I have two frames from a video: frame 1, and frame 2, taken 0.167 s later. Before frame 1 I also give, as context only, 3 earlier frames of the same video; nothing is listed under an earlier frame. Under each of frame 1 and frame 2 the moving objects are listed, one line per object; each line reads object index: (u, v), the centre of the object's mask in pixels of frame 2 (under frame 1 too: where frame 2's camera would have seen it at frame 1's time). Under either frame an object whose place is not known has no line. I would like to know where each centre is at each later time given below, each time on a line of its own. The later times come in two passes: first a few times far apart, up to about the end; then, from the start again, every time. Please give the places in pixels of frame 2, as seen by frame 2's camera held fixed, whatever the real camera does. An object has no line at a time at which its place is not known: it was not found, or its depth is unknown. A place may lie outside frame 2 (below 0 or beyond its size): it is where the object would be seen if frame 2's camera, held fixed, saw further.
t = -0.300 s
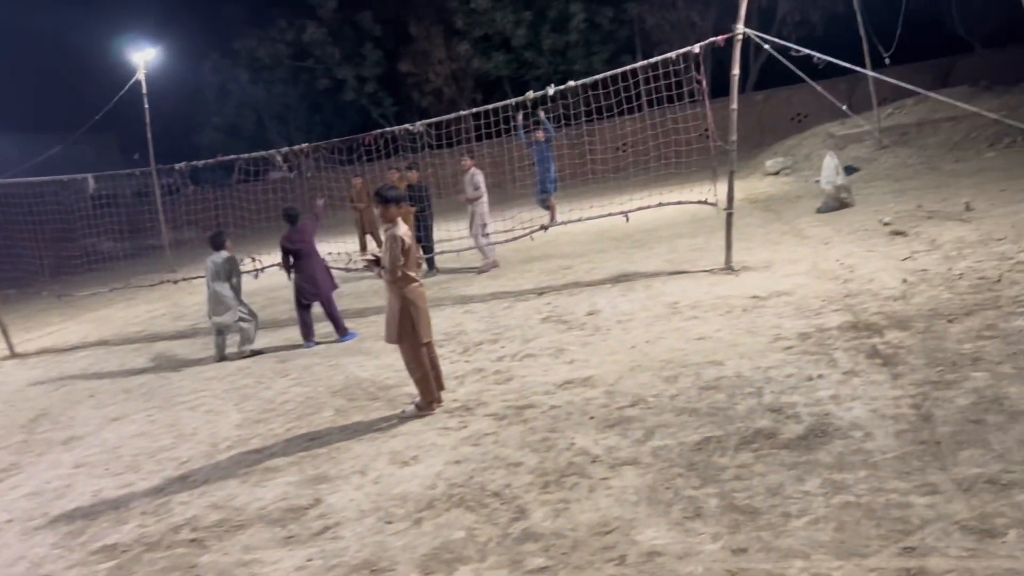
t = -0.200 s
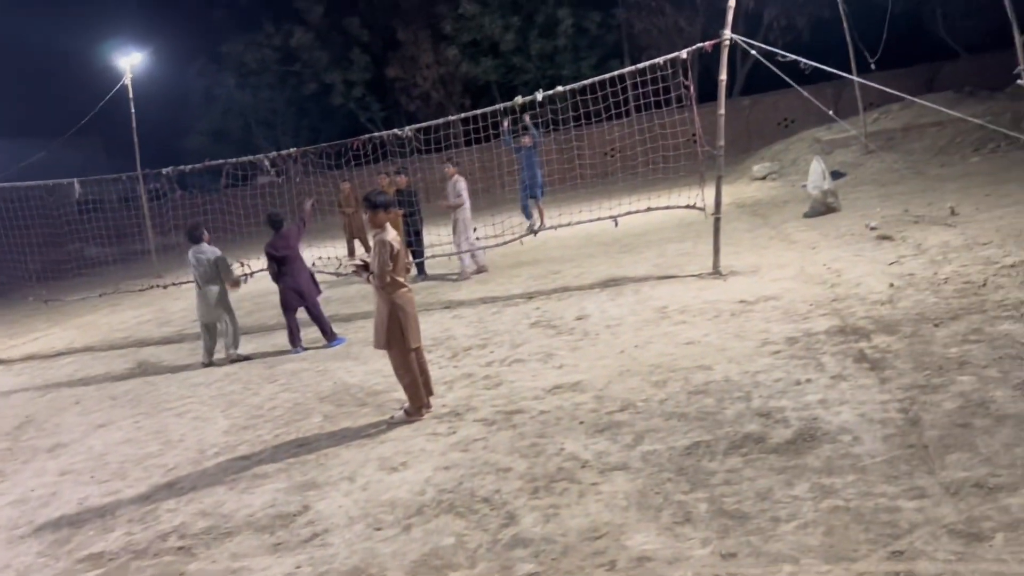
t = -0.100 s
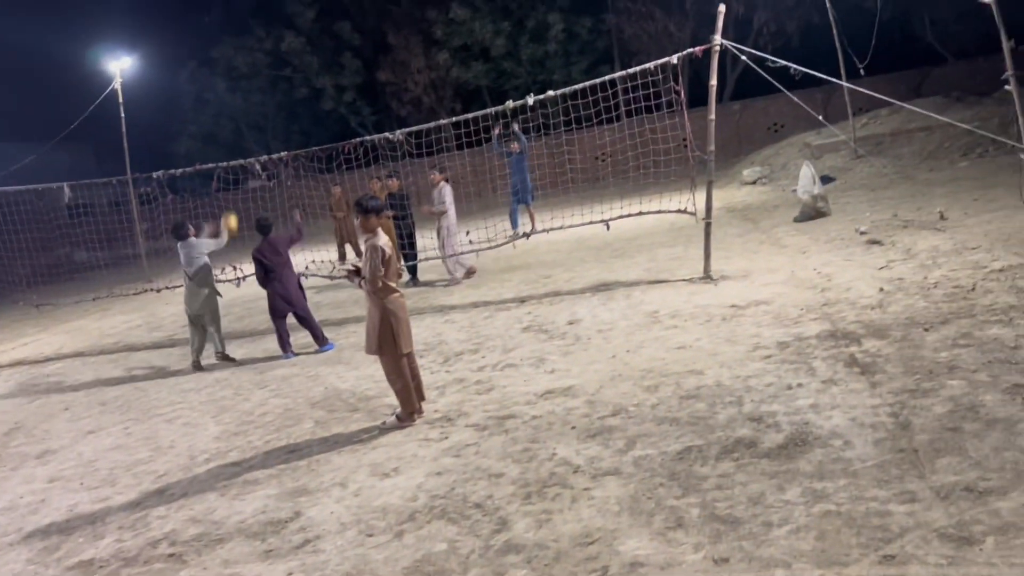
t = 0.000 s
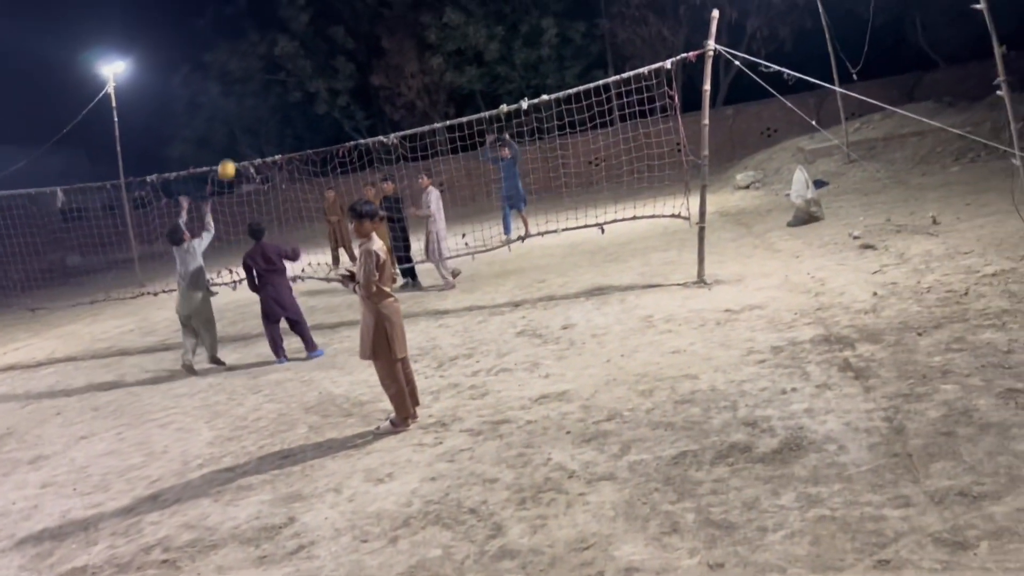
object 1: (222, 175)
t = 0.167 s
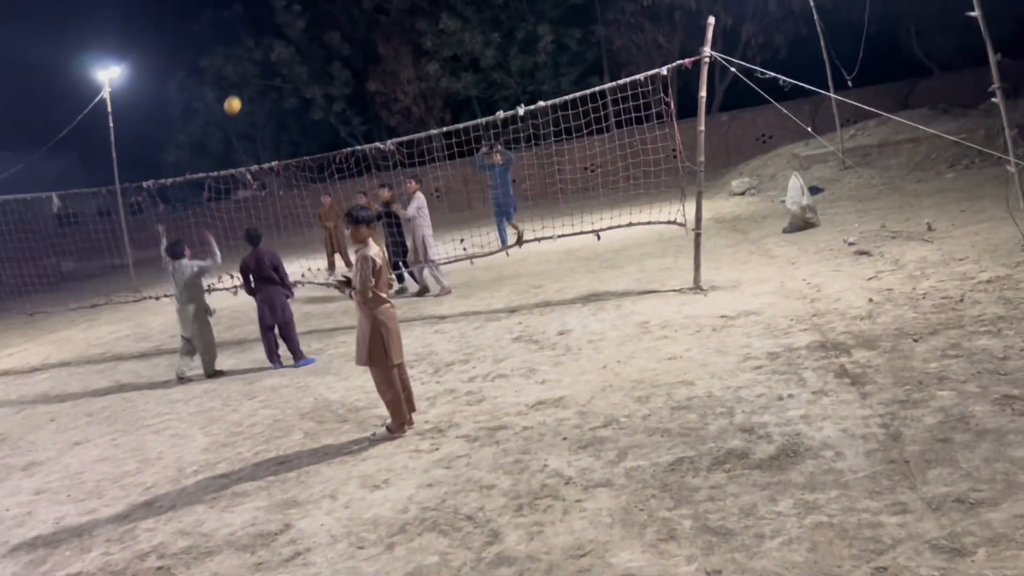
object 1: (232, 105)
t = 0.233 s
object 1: (238, 87)
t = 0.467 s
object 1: (263, 57)
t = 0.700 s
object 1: (294, 78)
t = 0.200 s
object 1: (235, 95)
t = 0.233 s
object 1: (238, 87)
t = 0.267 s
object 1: (241, 79)
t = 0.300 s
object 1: (244, 73)
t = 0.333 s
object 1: (247, 67)
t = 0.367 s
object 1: (251, 63)
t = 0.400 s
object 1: (254, 60)
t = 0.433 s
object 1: (258, 58)
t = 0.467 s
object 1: (263, 57)
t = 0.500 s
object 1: (267, 57)
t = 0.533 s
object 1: (271, 58)
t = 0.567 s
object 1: (276, 61)
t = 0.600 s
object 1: (280, 63)
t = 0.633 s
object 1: (285, 67)
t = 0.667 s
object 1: (289, 72)
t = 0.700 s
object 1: (294, 78)
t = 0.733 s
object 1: (299, 84)
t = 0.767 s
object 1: (304, 92)
